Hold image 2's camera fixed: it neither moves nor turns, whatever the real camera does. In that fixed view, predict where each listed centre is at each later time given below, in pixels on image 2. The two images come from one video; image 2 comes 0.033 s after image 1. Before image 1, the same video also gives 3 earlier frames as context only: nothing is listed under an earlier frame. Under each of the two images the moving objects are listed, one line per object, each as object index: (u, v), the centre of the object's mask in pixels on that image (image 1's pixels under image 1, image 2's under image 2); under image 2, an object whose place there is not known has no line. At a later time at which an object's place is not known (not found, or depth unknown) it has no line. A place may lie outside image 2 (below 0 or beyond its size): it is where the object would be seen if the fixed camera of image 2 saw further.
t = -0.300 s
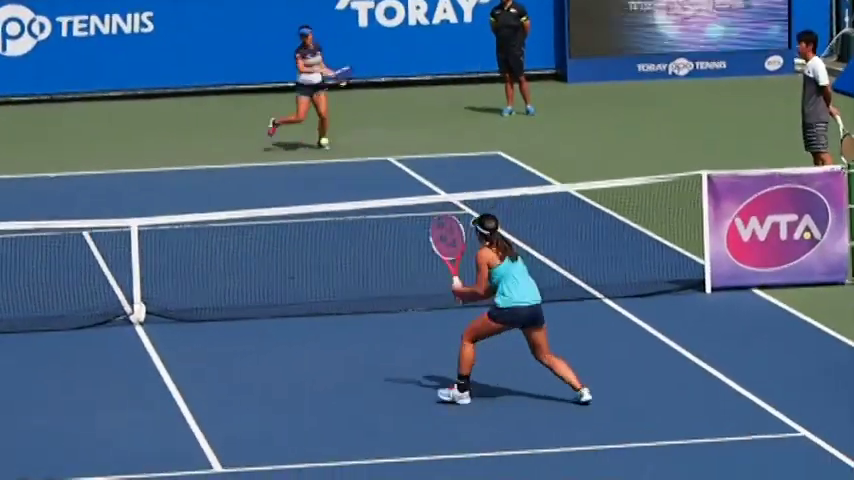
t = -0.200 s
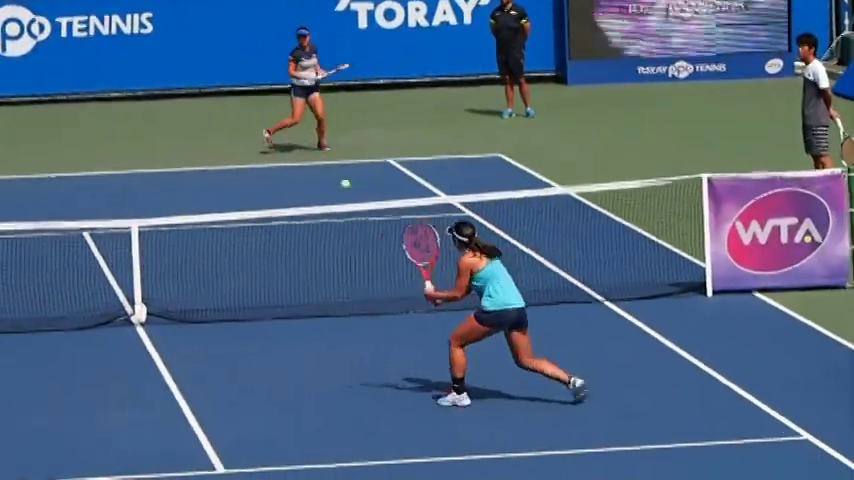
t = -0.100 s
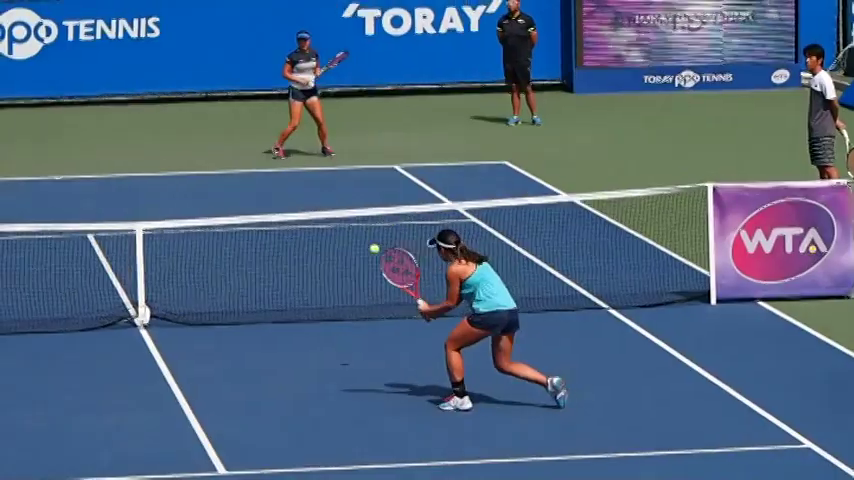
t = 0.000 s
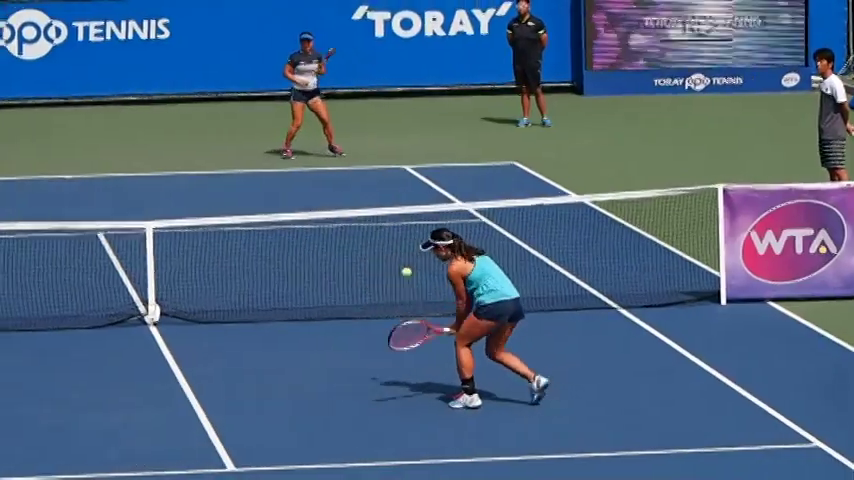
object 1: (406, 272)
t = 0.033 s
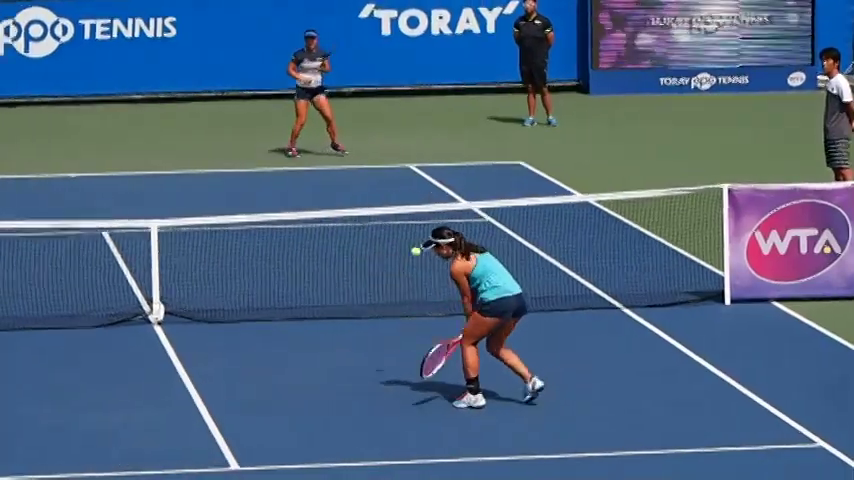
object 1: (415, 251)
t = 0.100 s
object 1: (425, 216)
